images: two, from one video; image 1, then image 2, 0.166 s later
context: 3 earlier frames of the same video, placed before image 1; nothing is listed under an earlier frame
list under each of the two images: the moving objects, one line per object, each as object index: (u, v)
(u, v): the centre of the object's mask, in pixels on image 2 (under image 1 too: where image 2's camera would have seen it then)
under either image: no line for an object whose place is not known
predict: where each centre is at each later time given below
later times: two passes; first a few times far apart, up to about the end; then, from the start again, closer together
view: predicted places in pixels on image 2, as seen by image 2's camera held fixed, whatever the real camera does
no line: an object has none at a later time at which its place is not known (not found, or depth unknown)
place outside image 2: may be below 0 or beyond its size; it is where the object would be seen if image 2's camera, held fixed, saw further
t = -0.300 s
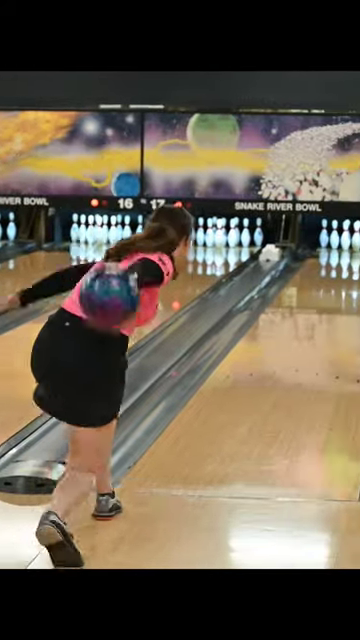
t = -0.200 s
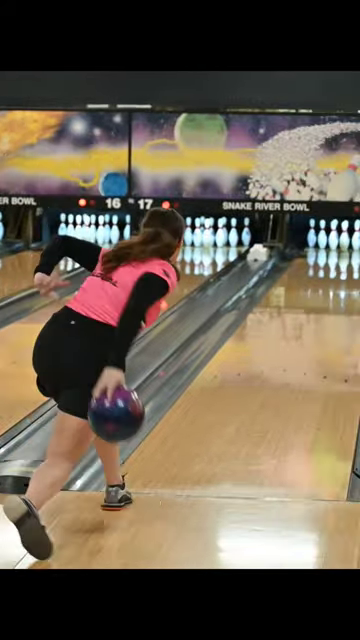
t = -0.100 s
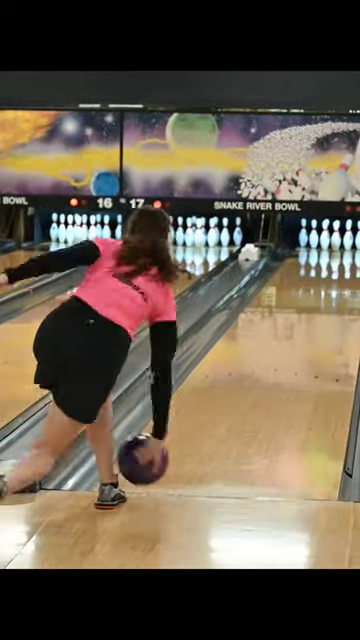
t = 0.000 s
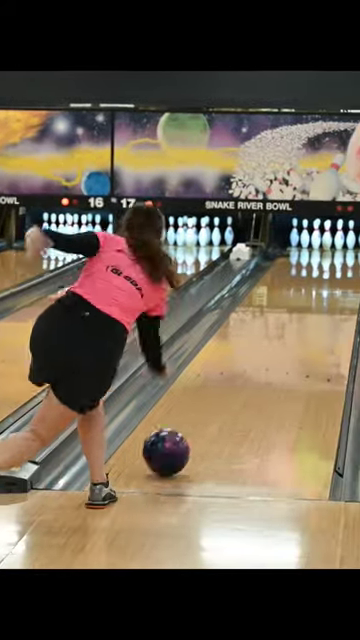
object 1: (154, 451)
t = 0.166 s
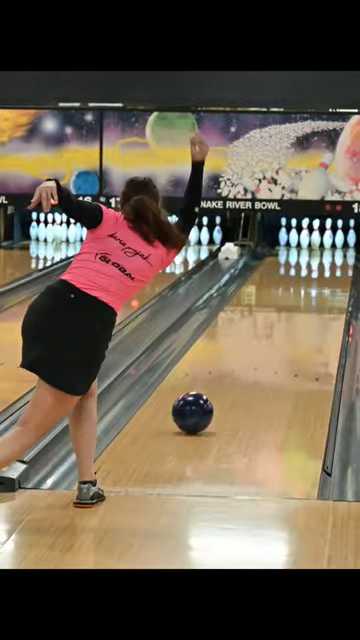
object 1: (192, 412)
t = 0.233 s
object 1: (205, 400)
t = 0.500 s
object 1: (244, 357)
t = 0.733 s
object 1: (269, 330)
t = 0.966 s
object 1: (288, 309)
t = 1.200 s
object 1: (303, 292)
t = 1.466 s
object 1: (316, 276)
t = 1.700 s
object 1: (323, 264)
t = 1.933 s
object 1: (326, 256)
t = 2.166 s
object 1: (323, 247)
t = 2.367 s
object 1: (320, 241)
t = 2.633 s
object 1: (309, 239)
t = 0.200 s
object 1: (198, 406)
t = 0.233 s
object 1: (205, 400)
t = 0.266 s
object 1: (211, 394)
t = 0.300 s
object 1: (216, 388)
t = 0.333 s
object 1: (221, 382)
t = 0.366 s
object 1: (226, 377)
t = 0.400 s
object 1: (231, 372)
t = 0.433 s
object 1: (236, 367)
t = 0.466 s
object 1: (240, 362)
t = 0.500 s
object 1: (244, 357)
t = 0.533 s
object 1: (248, 353)
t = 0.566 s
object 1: (252, 349)
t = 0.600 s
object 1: (256, 345)
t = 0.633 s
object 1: (259, 341)
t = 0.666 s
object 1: (263, 338)
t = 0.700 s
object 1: (266, 334)
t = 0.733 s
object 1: (269, 330)
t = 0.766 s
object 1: (272, 327)
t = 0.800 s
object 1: (275, 324)
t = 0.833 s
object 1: (278, 321)
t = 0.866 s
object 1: (281, 318)
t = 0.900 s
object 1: (283, 315)
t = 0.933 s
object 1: (286, 312)
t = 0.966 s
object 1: (288, 309)
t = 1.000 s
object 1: (291, 306)
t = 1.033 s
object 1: (293, 303)
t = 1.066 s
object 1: (295, 301)
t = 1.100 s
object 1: (297, 299)
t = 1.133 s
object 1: (299, 296)
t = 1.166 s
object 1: (301, 294)
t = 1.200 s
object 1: (303, 292)
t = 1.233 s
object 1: (305, 290)
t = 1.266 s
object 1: (307, 288)
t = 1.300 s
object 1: (308, 286)
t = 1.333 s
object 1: (310, 284)
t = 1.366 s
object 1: (311, 282)
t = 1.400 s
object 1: (313, 280)
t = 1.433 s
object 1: (314, 278)
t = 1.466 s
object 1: (316, 276)
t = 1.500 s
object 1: (317, 274)
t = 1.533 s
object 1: (318, 272)
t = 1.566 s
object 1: (320, 270)
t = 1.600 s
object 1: (321, 269)
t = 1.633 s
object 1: (321, 267)
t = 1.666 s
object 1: (322, 266)
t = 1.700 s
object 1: (323, 264)
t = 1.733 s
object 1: (324, 263)
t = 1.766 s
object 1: (324, 261)
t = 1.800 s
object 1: (325, 260)
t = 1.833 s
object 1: (325, 259)
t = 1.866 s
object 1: (325, 258)
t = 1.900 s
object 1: (326, 257)
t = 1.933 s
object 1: (326, 256)
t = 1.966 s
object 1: (326, 254)
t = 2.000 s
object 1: (325, 253)
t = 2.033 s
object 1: (325, 252)
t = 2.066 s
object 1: (325, 251)
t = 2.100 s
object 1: (324, 250)
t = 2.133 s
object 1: (324, 248)
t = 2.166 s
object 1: (323, 247)
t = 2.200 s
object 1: (322, 246)
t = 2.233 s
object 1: (322, 245)
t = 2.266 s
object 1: (321, 244)
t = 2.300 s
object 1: (320, 243)
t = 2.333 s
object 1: (320, 243)
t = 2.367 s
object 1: (320, 241)
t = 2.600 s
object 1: (308, 239)
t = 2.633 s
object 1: (309, 239)
